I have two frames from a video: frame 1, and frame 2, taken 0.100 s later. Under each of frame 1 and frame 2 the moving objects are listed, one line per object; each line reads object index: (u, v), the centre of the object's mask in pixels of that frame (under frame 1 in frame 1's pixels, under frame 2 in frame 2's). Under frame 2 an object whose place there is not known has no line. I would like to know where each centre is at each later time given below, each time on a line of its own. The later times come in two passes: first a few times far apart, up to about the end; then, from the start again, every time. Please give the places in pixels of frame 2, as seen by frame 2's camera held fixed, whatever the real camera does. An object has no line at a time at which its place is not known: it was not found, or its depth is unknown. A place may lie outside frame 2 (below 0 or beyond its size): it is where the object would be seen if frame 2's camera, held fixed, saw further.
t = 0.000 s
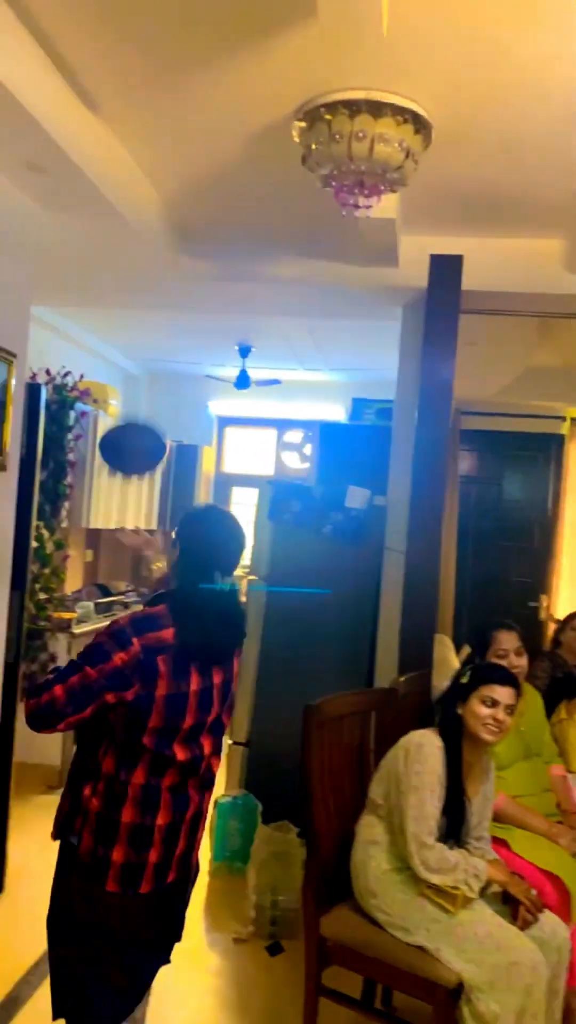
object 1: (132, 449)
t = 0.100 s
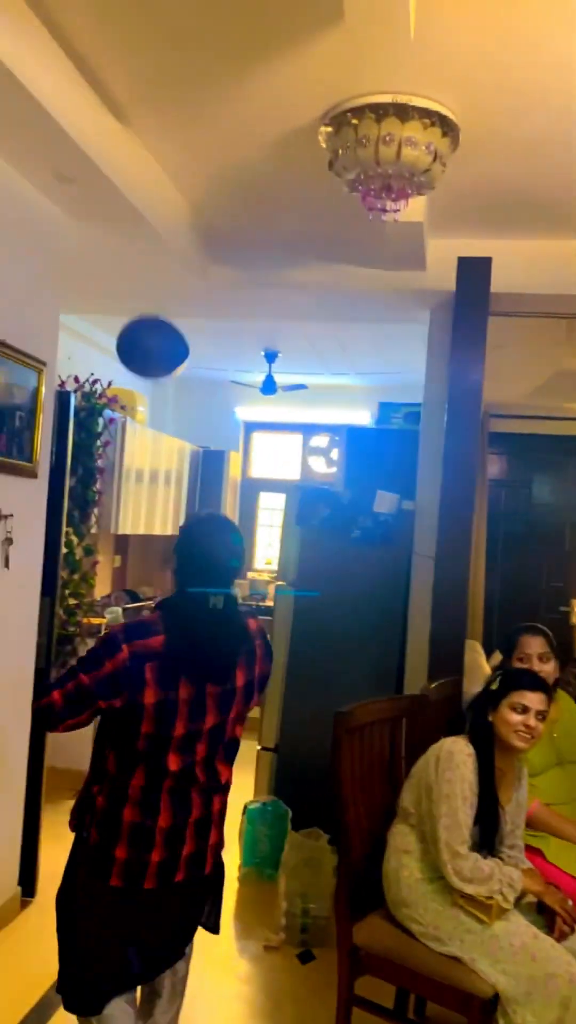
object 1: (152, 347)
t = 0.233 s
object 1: (138, 293)
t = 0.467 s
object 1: (124, 300)
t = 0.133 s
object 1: (150, 333)
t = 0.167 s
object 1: (145, 312)
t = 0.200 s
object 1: (140, 298)
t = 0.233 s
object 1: (138, 293)
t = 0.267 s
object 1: (134, 287)
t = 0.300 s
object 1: (132, 285)
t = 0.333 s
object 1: (129, 285)
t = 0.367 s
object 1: (126, 287)
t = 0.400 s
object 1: (126, 289)
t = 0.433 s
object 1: (124, 296)
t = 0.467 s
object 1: (124, 300)
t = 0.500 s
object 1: (123, 309)
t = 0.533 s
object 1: (122, 320)
